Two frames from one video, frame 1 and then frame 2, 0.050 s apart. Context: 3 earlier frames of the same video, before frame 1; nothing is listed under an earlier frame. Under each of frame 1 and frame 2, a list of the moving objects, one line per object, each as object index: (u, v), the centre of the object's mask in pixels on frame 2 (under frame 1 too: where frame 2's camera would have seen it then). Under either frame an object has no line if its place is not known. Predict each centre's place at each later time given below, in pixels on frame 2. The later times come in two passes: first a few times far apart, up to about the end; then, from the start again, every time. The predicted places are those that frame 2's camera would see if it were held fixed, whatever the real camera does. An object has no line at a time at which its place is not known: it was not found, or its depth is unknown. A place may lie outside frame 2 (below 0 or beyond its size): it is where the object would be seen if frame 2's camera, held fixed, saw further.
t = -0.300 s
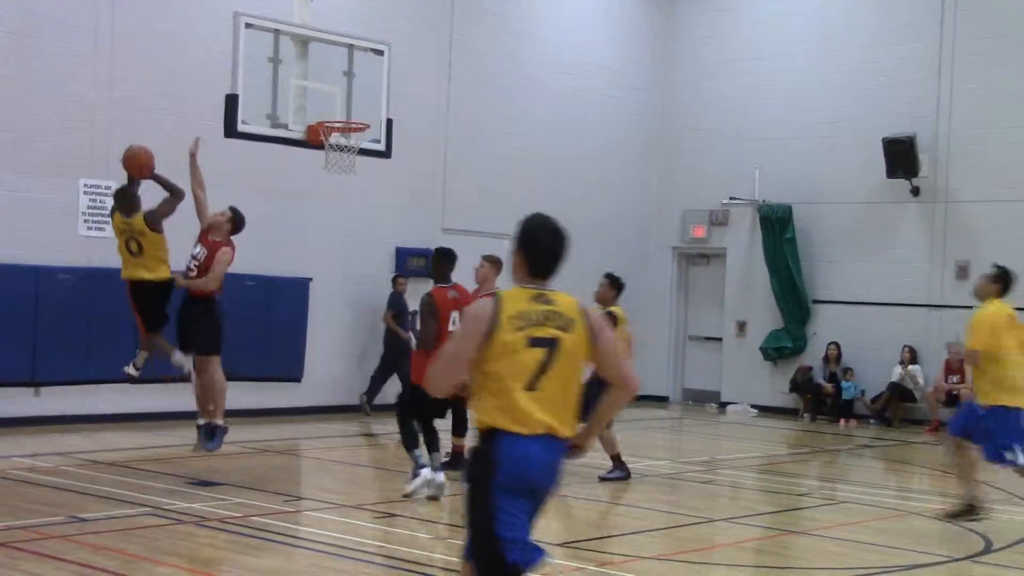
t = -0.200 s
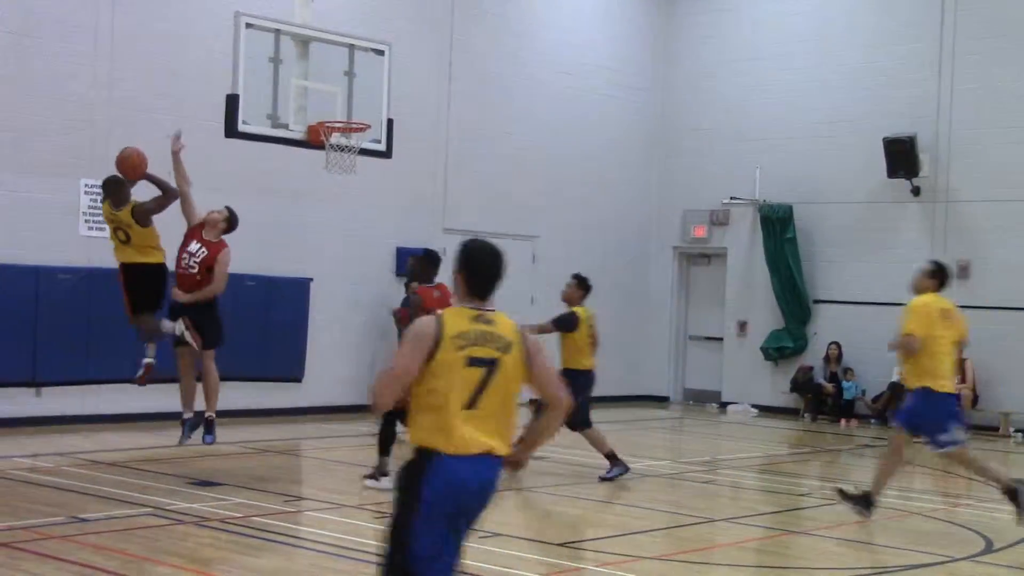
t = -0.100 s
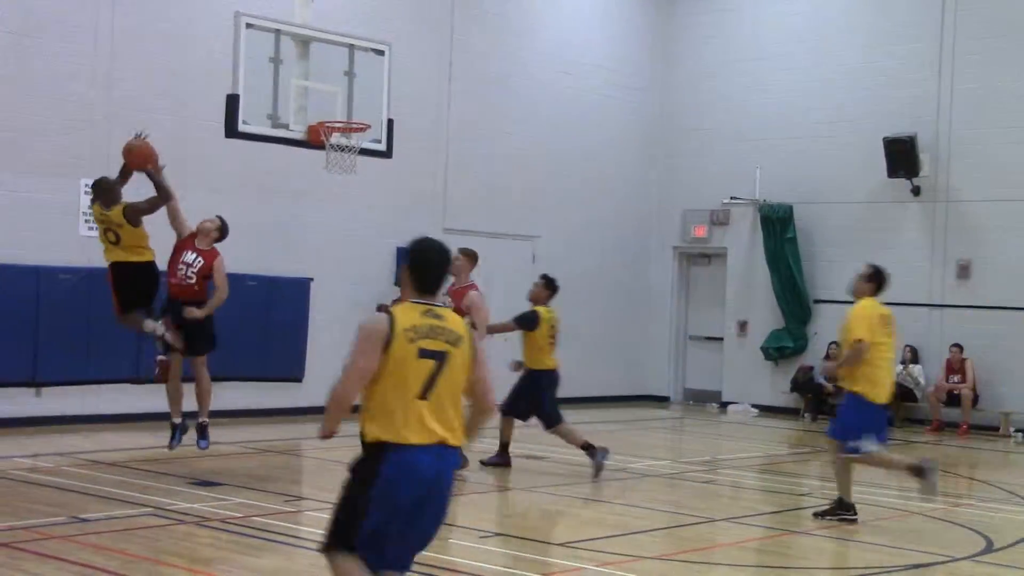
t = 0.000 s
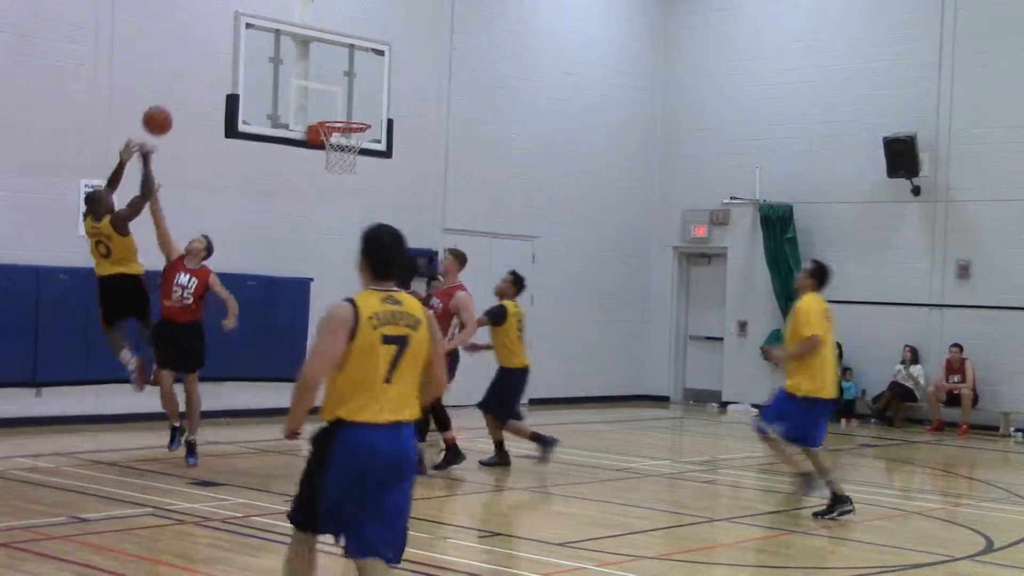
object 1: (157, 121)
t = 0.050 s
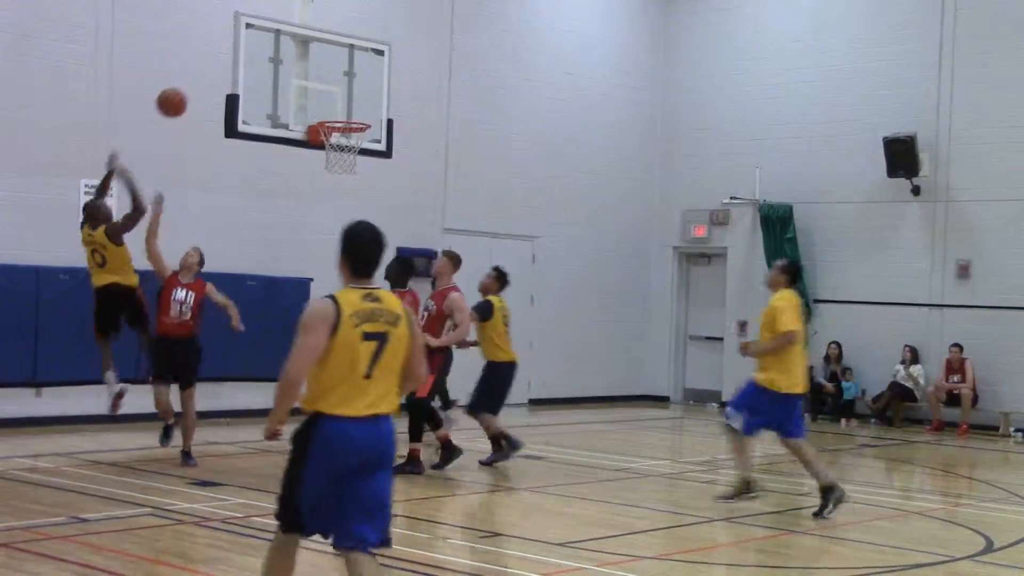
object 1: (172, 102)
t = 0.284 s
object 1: (233, 62)
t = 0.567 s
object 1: (296, 98)
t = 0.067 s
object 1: (176, 97)
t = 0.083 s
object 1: (181, 93)
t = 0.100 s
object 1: (186, 88)
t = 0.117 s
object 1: (190, 84)
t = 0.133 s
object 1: (195, 80)
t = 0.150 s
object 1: (200, 76)
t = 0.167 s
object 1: (204, 74)
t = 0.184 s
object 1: (208, 71)
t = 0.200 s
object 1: (212, 69)
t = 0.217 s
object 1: (216, 67)
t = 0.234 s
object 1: (221, 65)
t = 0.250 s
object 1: (225, 64)
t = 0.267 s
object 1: (229, 63)
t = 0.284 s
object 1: (233, 62)
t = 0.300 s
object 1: (238, 61)
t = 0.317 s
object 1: (242, 62)
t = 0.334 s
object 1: (245, 62)
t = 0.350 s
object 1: (249, 62)
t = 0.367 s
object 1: (253, 63)
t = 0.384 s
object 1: (257, 65)
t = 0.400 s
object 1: (261, 66)
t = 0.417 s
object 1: (264, 68)
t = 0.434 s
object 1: (268, 70)
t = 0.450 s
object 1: (272, 72)
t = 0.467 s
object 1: (275, 75)
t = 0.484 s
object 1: (279, 79)
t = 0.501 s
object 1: (282, 82)
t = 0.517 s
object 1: (286, 86)
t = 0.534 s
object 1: (289, 89)
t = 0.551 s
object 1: (293, 94)
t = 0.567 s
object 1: (296, 98)
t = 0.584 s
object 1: (300, 103)
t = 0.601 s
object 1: (303, 108)
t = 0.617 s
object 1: (306, 113)
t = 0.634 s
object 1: (310, 119)
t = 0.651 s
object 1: (309, 122)
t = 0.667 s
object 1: (305, 124)
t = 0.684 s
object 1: (300, 126)
